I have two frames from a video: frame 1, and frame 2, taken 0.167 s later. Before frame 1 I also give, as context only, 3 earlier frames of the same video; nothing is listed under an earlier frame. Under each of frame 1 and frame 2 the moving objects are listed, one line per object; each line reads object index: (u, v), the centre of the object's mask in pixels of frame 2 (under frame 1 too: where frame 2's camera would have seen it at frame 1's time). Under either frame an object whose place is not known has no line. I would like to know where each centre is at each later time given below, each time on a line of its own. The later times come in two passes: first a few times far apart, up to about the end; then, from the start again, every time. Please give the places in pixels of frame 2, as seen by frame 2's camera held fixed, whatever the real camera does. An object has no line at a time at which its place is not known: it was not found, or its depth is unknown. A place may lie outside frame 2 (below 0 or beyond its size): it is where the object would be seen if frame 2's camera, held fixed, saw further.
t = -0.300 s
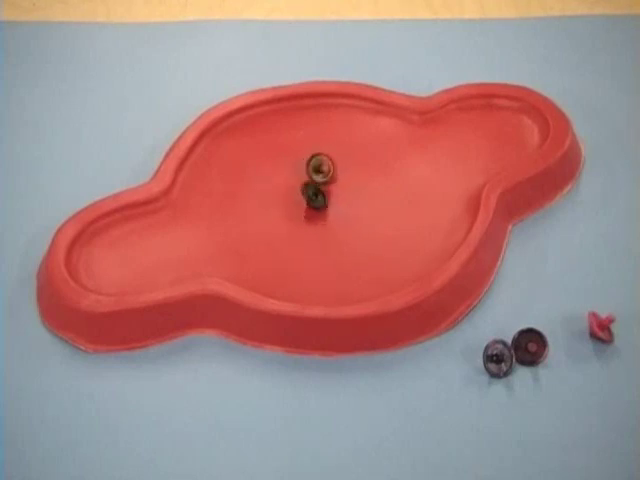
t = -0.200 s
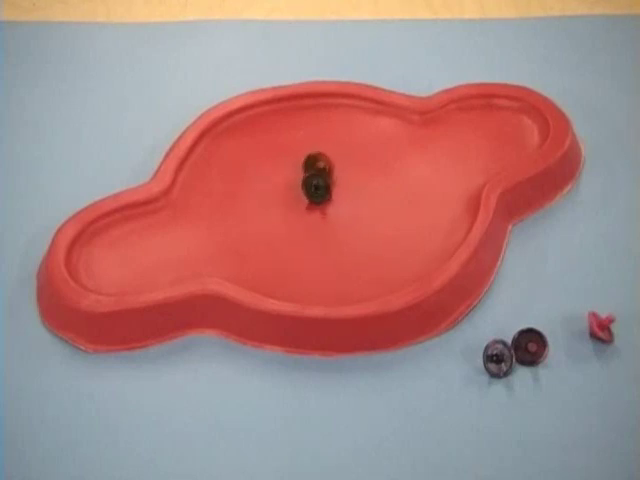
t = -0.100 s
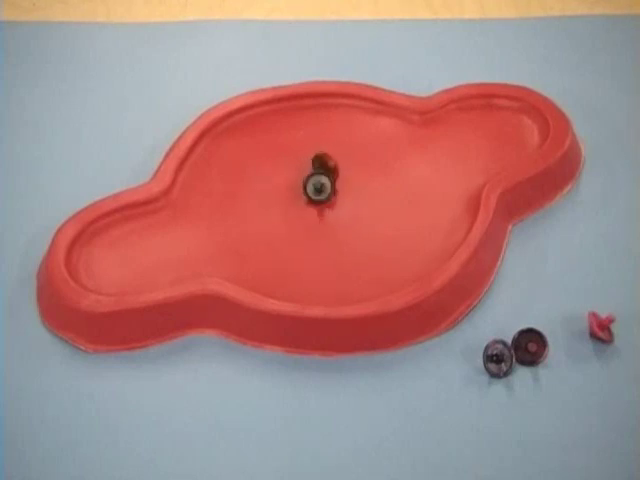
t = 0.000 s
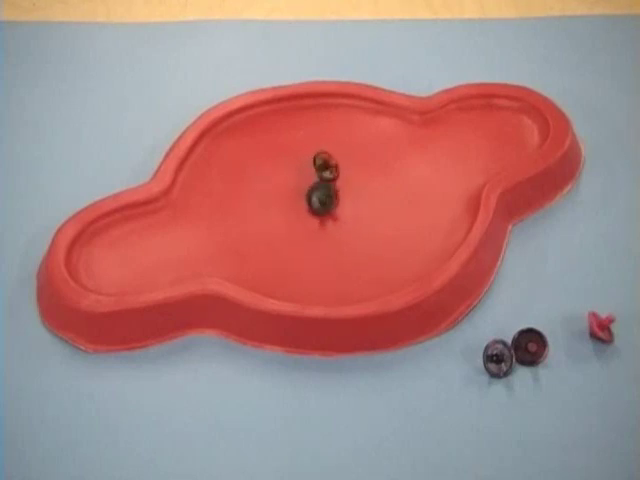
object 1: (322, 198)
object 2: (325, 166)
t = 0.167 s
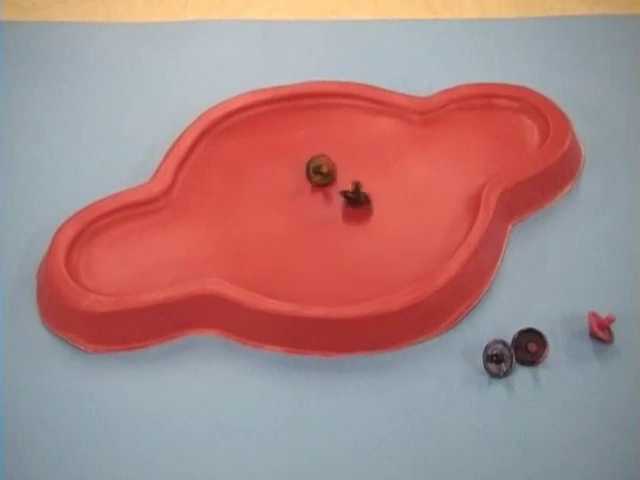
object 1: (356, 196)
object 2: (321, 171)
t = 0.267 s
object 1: (343, 201)
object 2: (313, 171)
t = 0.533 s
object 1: (360, 201)
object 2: (322, 170)
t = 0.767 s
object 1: (360, 202)
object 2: (321, 171)
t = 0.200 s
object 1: (351, 194)
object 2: (318, 172)
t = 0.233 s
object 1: (346, 196)
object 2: (315, 172)
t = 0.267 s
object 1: (343, 201)
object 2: (313, 171)
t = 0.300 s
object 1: (345, 205)
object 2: (312, 170)
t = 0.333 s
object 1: (349, 206)
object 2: (311, 170)
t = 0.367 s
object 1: (353, 205)
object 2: (312, 170)
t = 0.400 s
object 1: (356, 205)
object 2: (313, 171)
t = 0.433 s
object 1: (358, 205)
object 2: (315, 172)
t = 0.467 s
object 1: (359, 203)
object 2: (318, 171)
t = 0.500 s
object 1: (359, 202)
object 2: (320, 171)
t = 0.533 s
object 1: (360, 201)
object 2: (322, 170)
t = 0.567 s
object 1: (360, 201)
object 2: (323, 170)
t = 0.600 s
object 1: (360, 201)
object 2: (324, 169)
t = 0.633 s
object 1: (360, 201)
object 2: (324, 169)
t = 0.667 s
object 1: (360, 200)
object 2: (324, 170)
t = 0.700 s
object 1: (360, 201)
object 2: (323, 170)
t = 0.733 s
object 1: (360, 201)
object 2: (322, 170)
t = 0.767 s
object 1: (360, 202)
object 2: (321, 171)
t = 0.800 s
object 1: (359, 203)
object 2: (319, 171)
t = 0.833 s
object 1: (358, 203)
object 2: (317, 172)
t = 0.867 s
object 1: (357, 204)
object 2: (316, 172)
